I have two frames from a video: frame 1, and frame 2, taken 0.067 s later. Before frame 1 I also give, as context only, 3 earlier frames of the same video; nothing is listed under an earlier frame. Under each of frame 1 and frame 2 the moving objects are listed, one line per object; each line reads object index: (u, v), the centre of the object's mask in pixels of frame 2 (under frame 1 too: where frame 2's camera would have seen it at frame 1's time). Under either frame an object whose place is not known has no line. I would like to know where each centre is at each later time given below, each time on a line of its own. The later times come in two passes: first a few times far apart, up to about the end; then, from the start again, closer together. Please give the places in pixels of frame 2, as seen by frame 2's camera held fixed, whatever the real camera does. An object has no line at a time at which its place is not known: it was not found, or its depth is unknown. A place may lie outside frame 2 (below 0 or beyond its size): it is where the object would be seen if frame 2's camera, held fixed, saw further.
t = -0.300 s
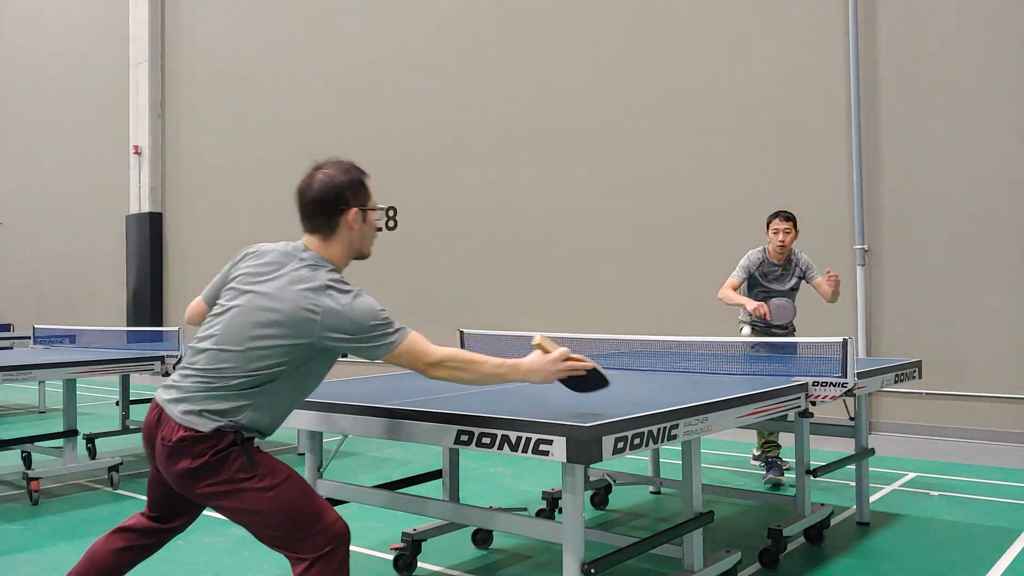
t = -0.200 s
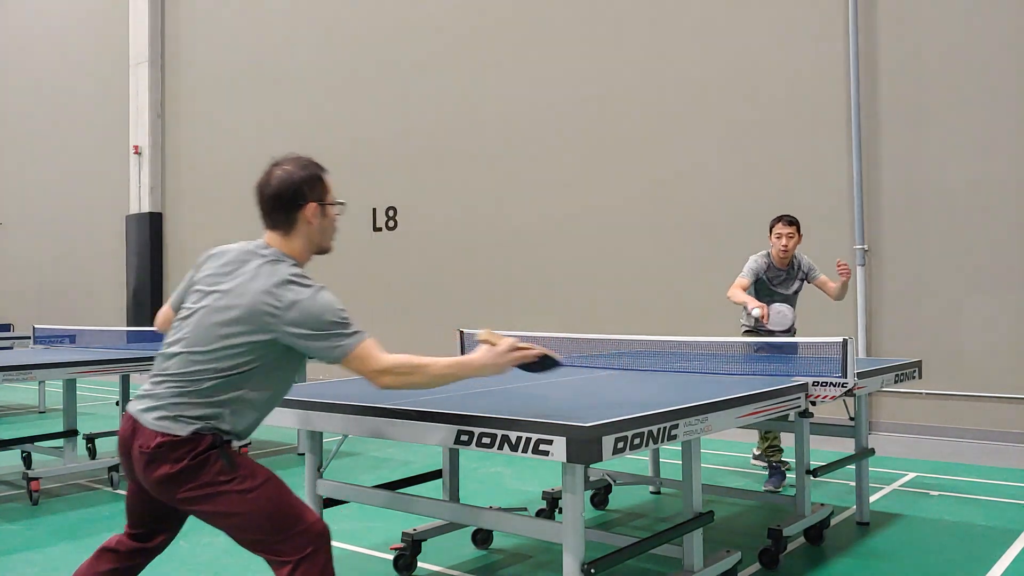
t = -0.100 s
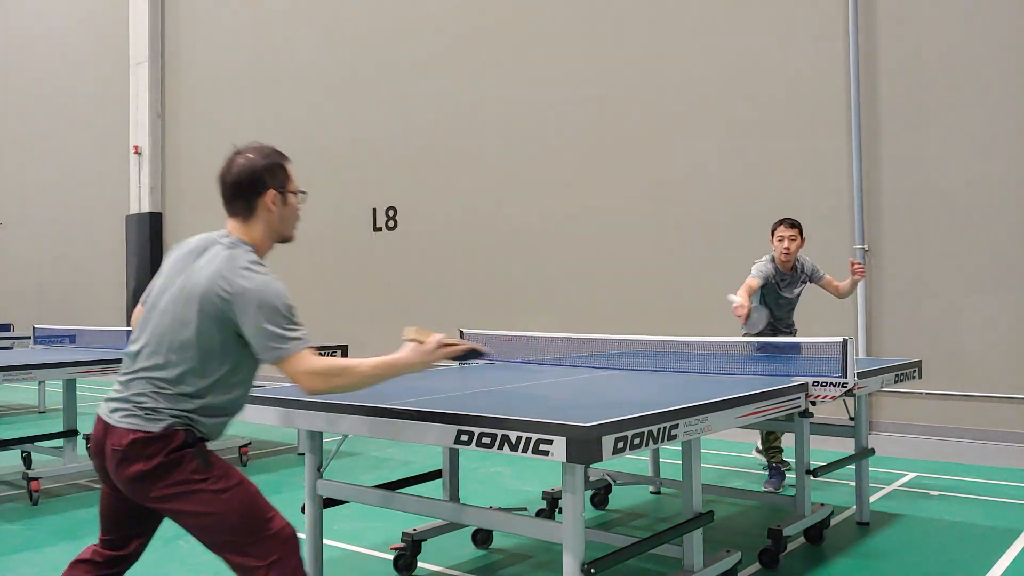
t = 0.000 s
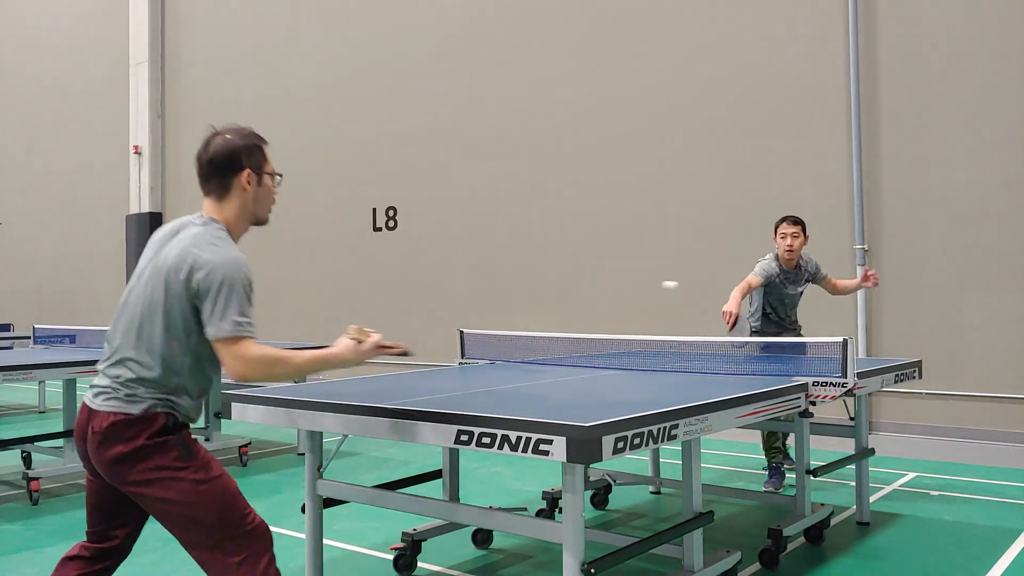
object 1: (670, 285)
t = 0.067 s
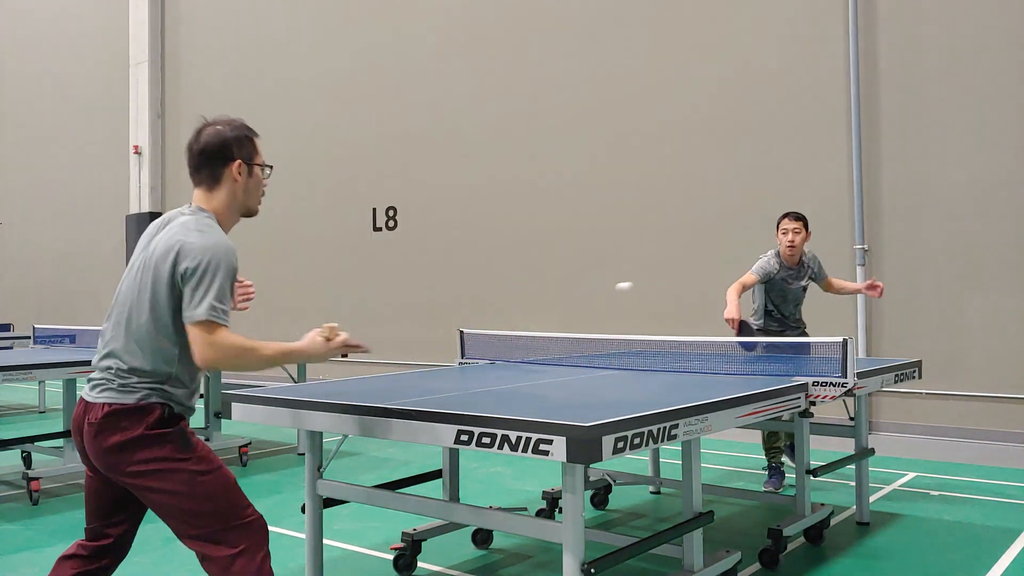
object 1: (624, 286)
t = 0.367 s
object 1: (393, 343)
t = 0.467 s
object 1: (314, 314)
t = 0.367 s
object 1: (393, 343)
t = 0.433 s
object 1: (340, 321)
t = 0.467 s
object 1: (314, 314)
